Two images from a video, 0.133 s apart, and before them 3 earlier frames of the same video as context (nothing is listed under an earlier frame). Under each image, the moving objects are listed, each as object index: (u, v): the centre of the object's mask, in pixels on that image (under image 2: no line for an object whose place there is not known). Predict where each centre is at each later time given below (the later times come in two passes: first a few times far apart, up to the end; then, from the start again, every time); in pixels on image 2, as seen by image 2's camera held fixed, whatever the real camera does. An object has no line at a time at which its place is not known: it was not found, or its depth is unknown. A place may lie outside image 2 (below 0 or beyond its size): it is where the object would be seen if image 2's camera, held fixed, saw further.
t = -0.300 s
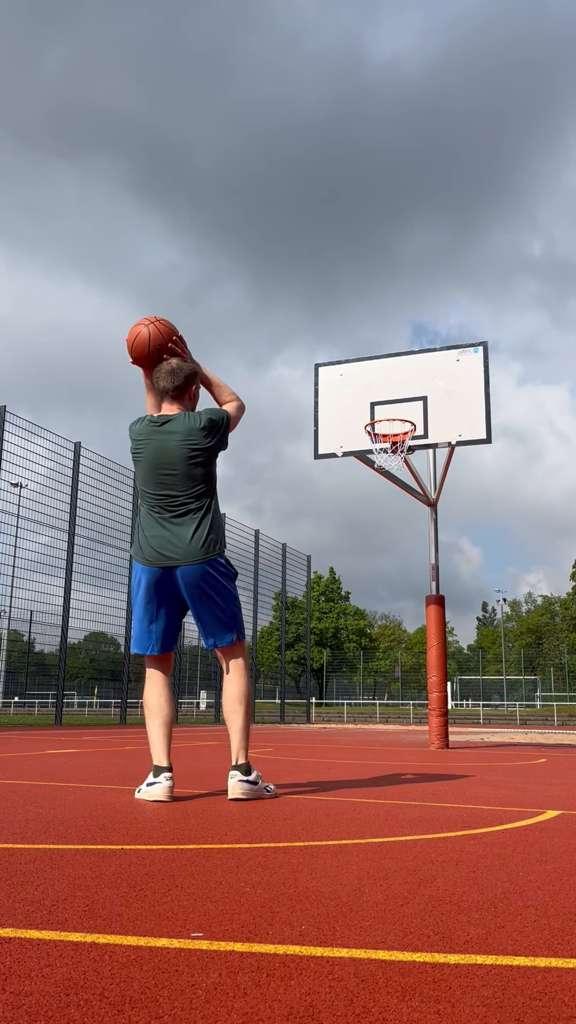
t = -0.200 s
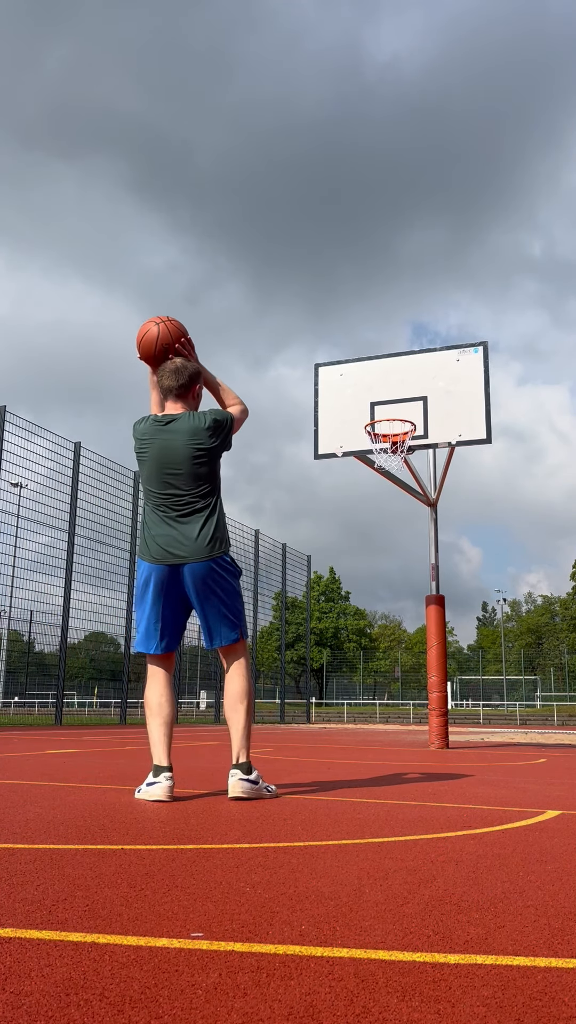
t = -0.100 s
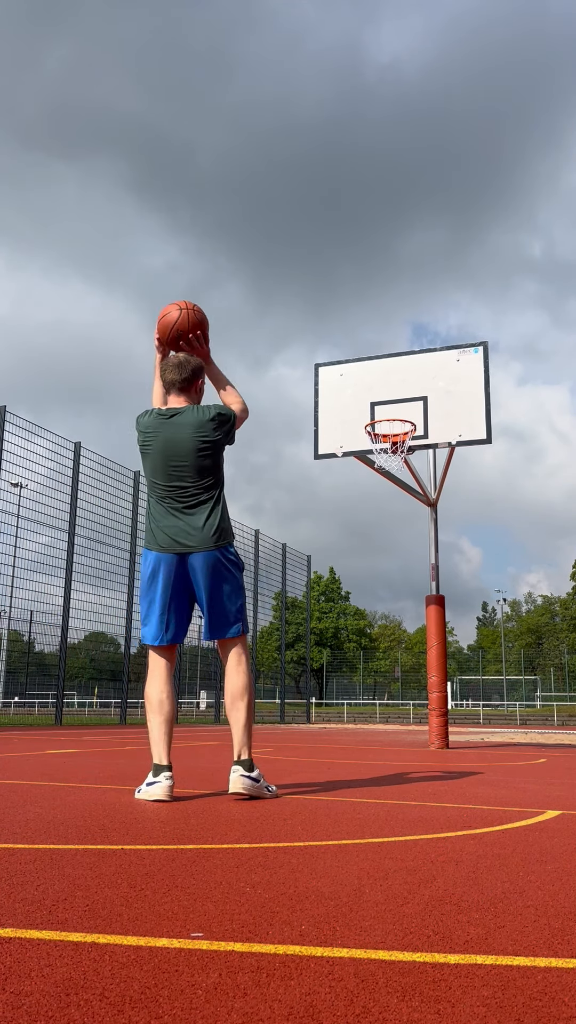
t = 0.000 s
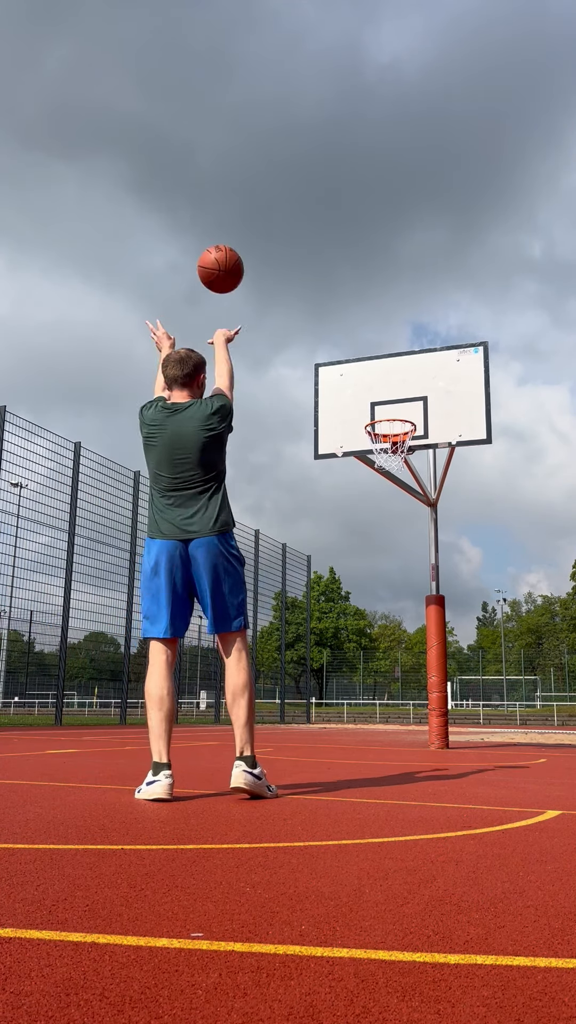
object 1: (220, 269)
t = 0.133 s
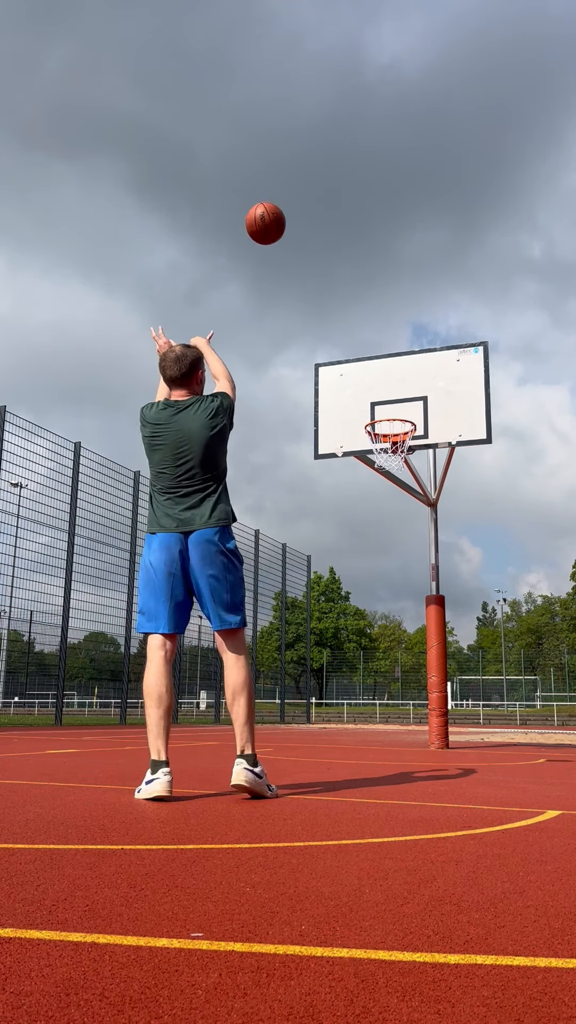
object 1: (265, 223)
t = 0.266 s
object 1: (300, 212)
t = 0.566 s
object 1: (354, 265)
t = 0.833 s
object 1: (388, 372)
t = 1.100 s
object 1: (413, 375)
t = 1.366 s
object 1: (432, 378)
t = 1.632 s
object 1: (443, 412)
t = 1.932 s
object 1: (459, 541)
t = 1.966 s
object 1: (461, 562)
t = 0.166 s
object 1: (275, 218)
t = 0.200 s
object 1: (283, 214)
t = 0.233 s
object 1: (292, 212)
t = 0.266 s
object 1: (300, 212)
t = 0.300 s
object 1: (307, 213)
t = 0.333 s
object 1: (314, 216)
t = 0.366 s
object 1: (321, 219)
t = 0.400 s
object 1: (327, 225)
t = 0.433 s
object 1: (333, 231)
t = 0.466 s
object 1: (338, 238)
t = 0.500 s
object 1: (344, 246)
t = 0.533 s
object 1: (349, 255)
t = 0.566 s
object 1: (354, 265)
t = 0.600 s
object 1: (359, 276)
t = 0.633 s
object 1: (363, 288)
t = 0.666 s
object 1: (368, 300)
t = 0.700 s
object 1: (372, 313)
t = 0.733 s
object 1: (376, 327)
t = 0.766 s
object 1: (380, 341)
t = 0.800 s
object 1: (384, 356)
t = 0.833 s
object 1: (388, 372)
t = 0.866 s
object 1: (392, 389)
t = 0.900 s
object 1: (396, 406)
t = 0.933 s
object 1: (399, 403)
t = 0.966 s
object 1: (402, 395)
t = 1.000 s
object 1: (404, 388)
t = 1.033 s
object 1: (407, 382)
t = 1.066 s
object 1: (410, 378)
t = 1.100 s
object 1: (413, 375)
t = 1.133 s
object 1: (415, 372)
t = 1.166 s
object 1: (418, 371)
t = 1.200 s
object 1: (421, 371)
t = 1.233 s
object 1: (423, 372)
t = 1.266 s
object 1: (426, 374)
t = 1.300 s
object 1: (428, 376)
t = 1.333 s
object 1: (431, 379)
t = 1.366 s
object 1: (432, 378)
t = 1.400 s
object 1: (433, 379)
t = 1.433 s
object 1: (435, 380)
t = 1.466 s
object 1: (436, 383)
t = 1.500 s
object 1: (438, 386)
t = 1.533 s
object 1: (439, 391)
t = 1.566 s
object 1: (440, 397)
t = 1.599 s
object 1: (442, 404)
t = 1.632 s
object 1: (443, 412)
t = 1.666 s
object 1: (445, 421)
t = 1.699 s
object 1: (446, 432)
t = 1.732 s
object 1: (448, 444)
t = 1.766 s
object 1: (450, 456)
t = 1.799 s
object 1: (452, 471)
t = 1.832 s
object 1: (453, 486)
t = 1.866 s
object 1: (455, 503)
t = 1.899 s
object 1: (457, 521)
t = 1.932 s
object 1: (459, 541)
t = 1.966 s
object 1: (461, 562)
